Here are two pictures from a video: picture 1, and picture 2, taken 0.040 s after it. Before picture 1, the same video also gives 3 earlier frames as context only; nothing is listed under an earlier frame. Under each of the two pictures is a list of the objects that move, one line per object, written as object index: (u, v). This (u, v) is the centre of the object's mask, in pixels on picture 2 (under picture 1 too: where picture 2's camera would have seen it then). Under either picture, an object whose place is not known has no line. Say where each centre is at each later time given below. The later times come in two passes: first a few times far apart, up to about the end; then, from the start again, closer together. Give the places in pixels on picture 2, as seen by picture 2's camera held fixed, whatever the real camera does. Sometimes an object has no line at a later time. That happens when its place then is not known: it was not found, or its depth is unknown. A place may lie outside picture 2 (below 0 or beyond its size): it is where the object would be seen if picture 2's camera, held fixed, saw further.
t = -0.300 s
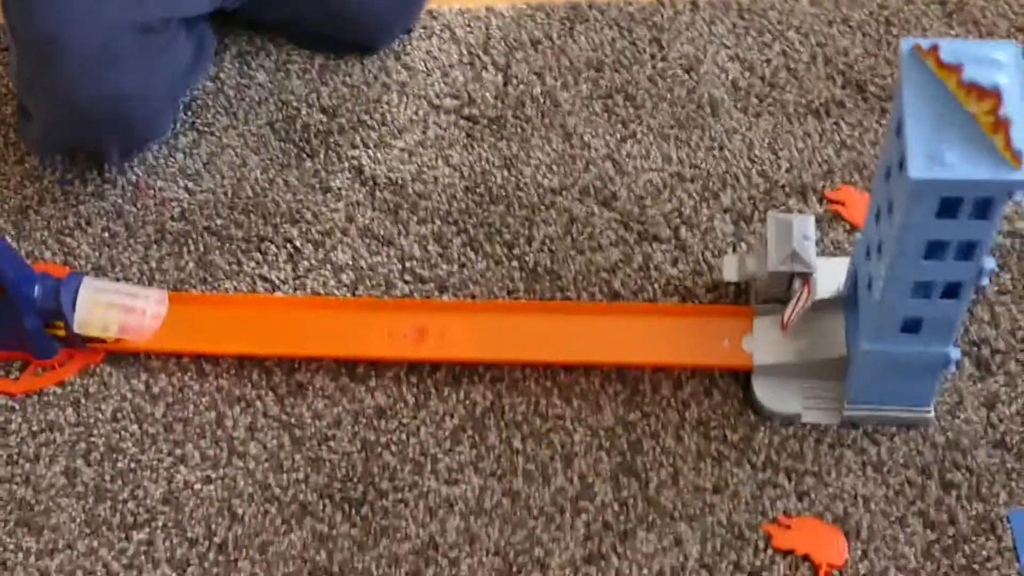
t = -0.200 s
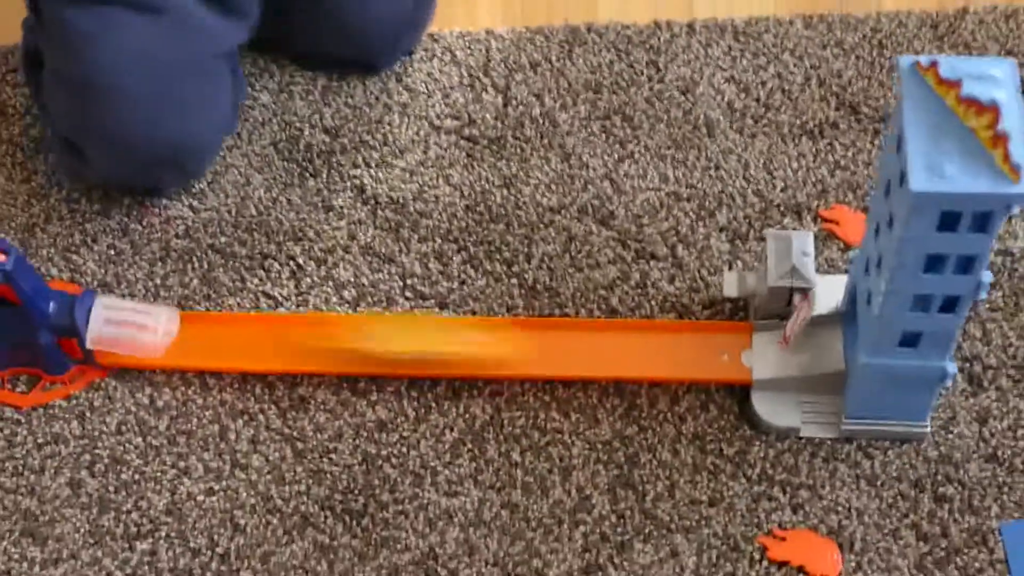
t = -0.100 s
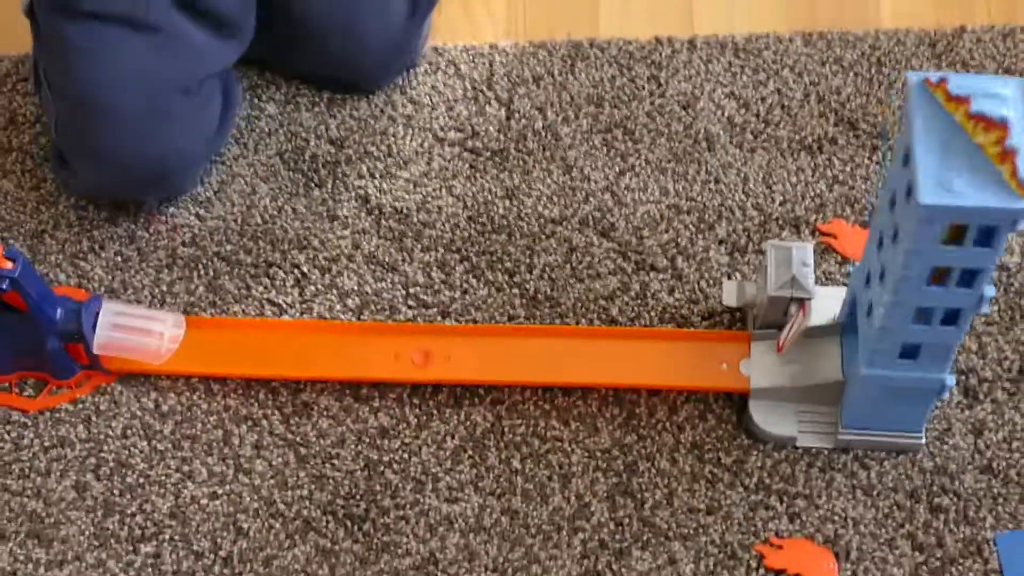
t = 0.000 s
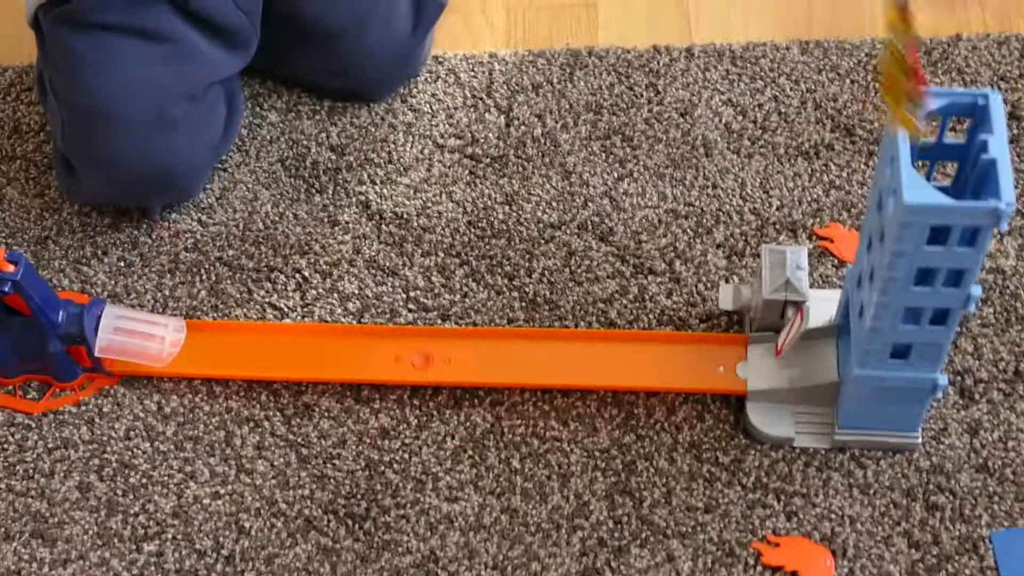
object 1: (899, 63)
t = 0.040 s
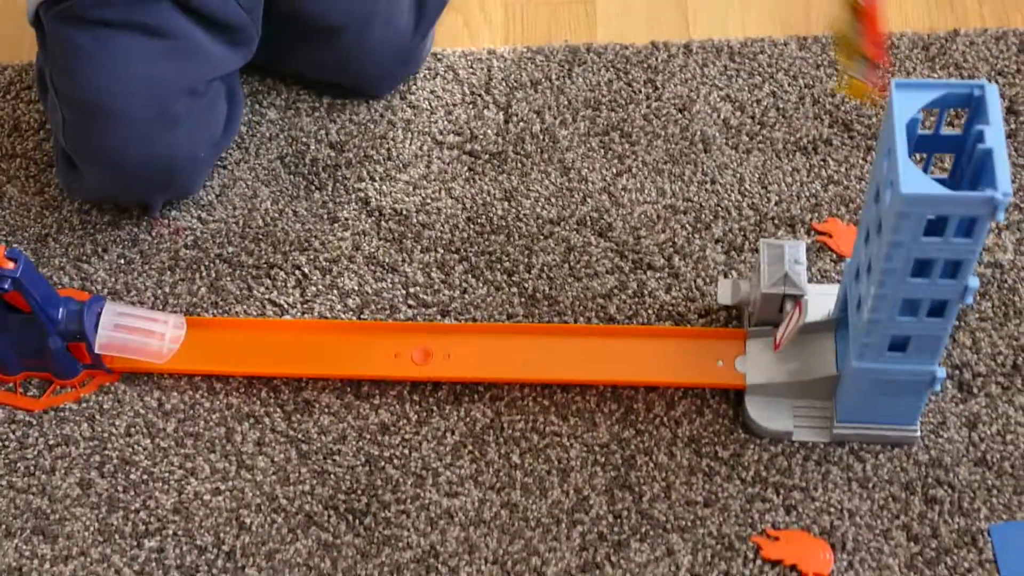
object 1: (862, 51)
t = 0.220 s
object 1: (646, 117)
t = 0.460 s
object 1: (481, 213)
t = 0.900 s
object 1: (458, 220)
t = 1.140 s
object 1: (459, 220)
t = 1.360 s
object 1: (459, 220)
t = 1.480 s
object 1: (459, 220)
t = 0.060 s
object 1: (838, 44)
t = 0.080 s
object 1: (816, 43)
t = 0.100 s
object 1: (788, 45)
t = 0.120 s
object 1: (761, 49)
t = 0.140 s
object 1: (735, 55)
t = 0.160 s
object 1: (711, 62)
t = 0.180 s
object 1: (688, 72)
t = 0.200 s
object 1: (666, 90)
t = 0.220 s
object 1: (646, 117)
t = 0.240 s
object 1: (625, 151)
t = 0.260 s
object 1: (605, 186)
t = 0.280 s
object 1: (586, 224)
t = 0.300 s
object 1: (566, 265)
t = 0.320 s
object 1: (551, 291)
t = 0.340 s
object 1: (538, 276)
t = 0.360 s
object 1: (530, 253)
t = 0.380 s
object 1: (523, 237)
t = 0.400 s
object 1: (508, 231)
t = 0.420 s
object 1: (499, 215)
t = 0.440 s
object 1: (486, 211)
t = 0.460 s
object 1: (481, 213)
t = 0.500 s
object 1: (465, 217)
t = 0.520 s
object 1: (458, 219)
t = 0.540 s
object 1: (454, 222)
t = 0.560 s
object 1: (454, 221)
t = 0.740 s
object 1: (459, 219)
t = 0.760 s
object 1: (460, 218)
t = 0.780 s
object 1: (459, 219)
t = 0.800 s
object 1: (459, 220)
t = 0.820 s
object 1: (459, 220)
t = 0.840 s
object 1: (459, 220)
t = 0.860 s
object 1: (458, 219)
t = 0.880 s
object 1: (458, 220)
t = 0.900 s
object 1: (458, 220)
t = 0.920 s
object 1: (458, 220)
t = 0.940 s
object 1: (458, 220)
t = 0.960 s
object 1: (458, 220)
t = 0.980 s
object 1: (459, 220)
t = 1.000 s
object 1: (459, 220)
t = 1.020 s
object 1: (459, 220)
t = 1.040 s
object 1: (458, 220)
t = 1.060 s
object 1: (458, 220)
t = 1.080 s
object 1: (458, 220)
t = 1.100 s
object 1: (459, 220)
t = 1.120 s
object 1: (459, 220)
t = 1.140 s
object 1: (459, 220)
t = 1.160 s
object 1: (459, 220)
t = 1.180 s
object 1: (459, 220)
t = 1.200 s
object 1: (460, 219)
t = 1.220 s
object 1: (461, 218)
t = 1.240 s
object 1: (461, 218)
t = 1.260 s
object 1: (460, 219)
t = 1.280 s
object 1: (461, 219)
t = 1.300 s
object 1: (460, 219)
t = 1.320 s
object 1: (460, 220)
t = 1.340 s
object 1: (459, 220)
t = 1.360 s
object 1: (459, 220)
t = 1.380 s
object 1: (459, 220)
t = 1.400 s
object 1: (459, 220)
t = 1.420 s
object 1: (459, 220)
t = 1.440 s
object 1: (459, 220)
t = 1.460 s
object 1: (459, 219)
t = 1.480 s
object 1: (459, 220)
